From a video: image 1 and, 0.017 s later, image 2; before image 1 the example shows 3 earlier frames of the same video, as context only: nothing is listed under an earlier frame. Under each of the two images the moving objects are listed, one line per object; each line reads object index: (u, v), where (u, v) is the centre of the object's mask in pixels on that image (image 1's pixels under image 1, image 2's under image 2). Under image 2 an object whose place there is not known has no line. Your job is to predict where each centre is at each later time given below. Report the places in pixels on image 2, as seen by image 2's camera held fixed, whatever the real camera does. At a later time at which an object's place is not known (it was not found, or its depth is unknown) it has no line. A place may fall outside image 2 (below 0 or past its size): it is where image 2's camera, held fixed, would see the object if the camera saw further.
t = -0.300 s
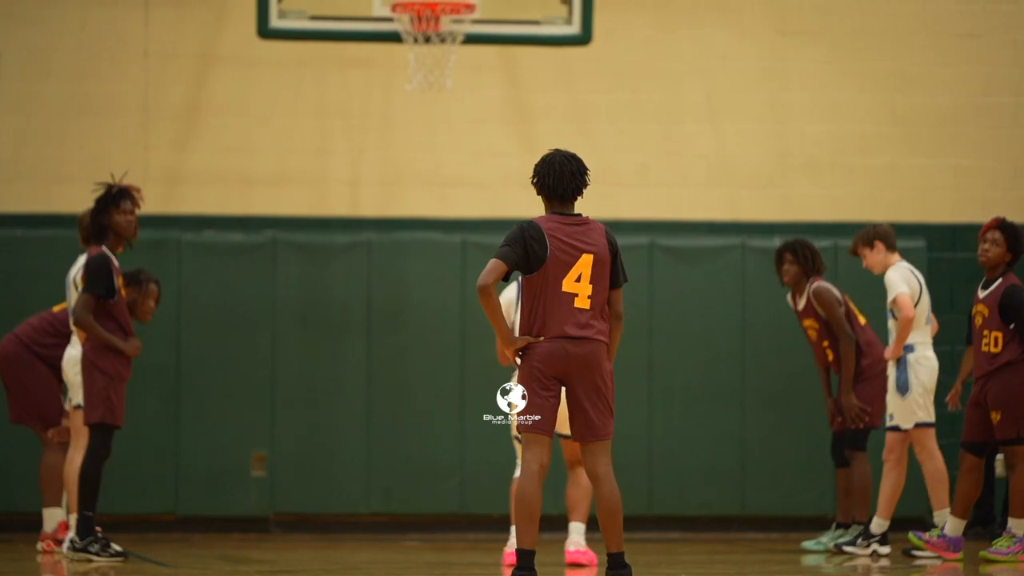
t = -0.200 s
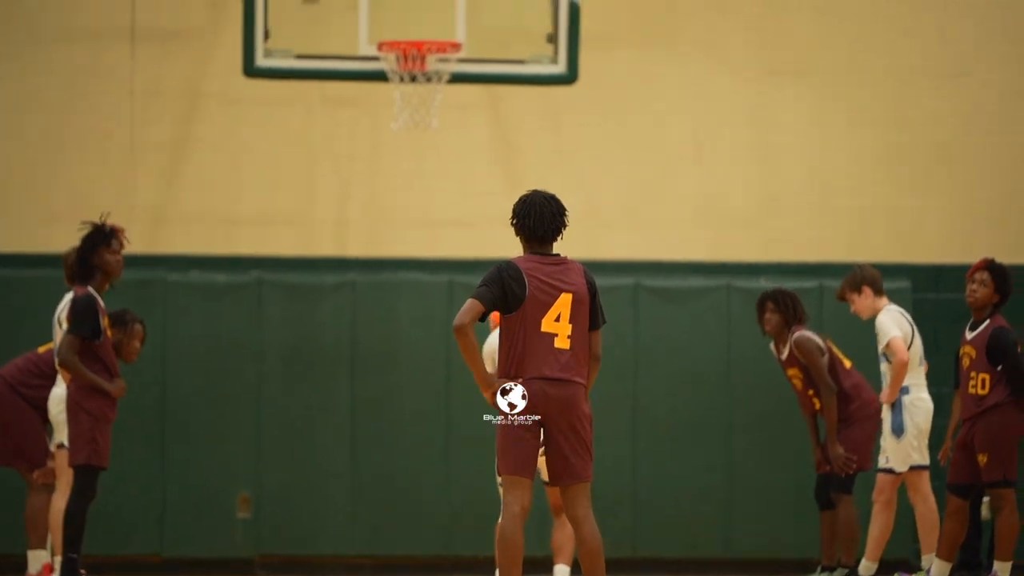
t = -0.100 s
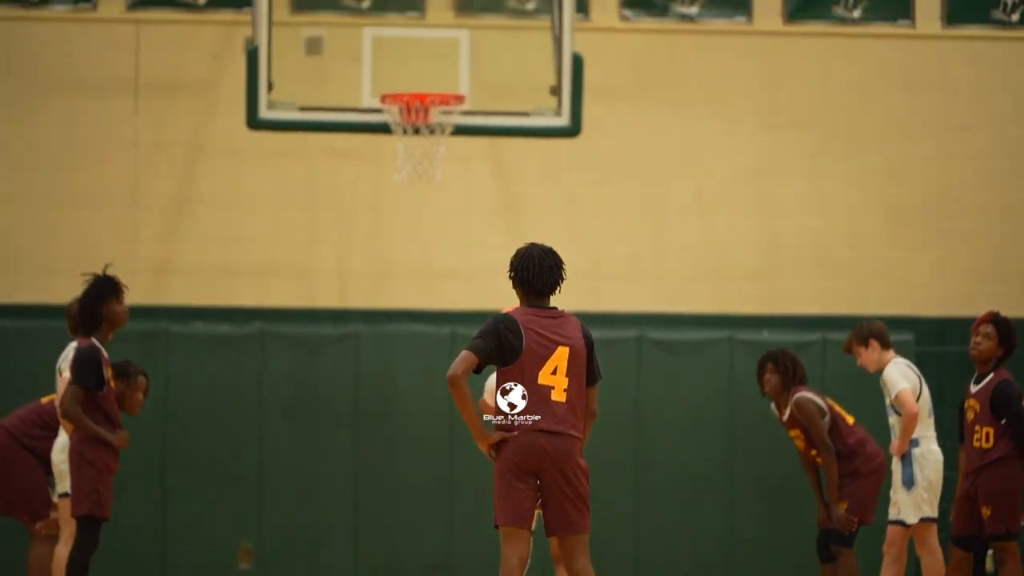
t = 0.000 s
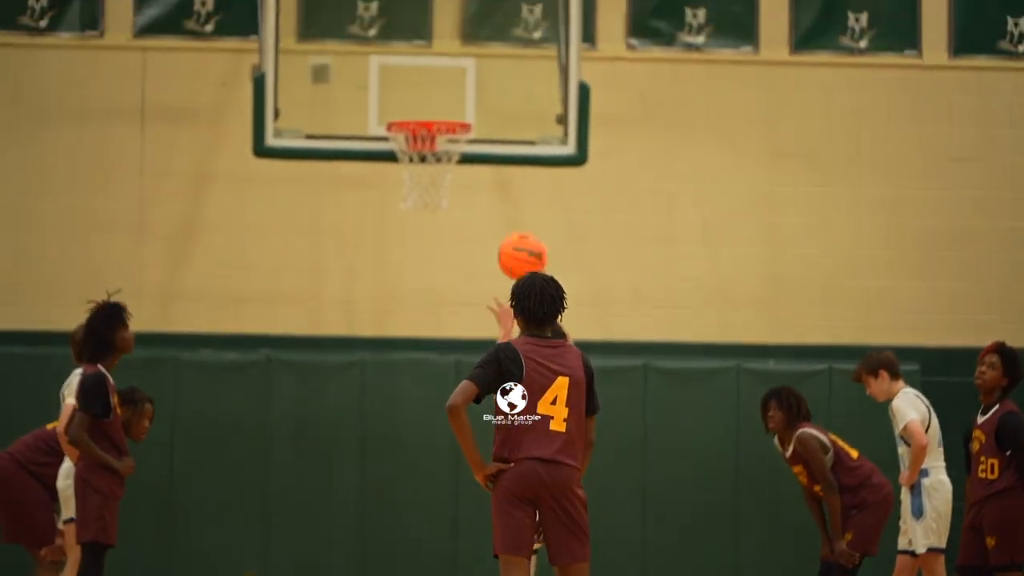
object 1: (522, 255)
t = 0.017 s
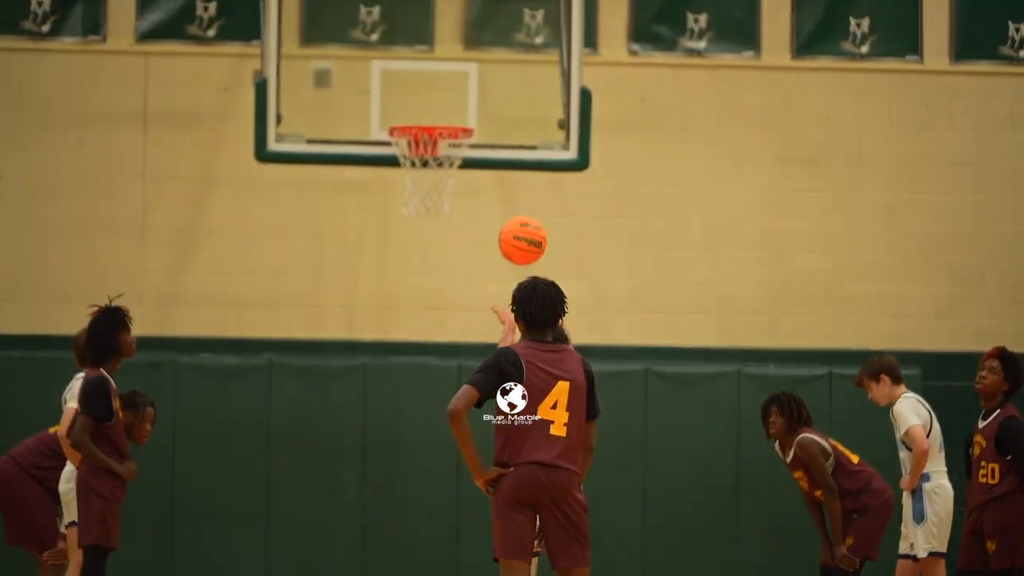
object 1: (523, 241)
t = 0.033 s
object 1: (521, 221)
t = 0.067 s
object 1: (519, 182)
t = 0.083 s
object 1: (518, 165)
